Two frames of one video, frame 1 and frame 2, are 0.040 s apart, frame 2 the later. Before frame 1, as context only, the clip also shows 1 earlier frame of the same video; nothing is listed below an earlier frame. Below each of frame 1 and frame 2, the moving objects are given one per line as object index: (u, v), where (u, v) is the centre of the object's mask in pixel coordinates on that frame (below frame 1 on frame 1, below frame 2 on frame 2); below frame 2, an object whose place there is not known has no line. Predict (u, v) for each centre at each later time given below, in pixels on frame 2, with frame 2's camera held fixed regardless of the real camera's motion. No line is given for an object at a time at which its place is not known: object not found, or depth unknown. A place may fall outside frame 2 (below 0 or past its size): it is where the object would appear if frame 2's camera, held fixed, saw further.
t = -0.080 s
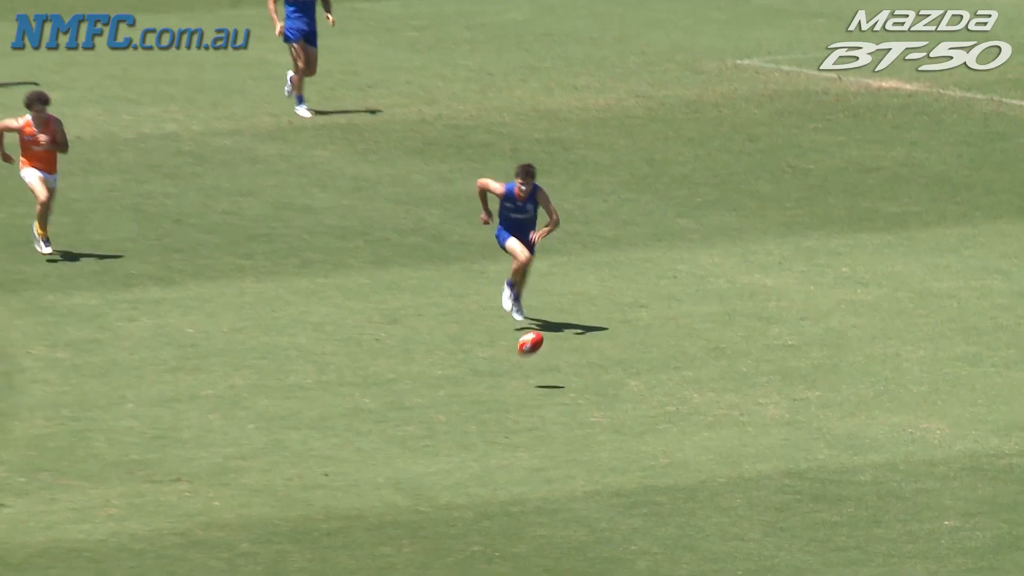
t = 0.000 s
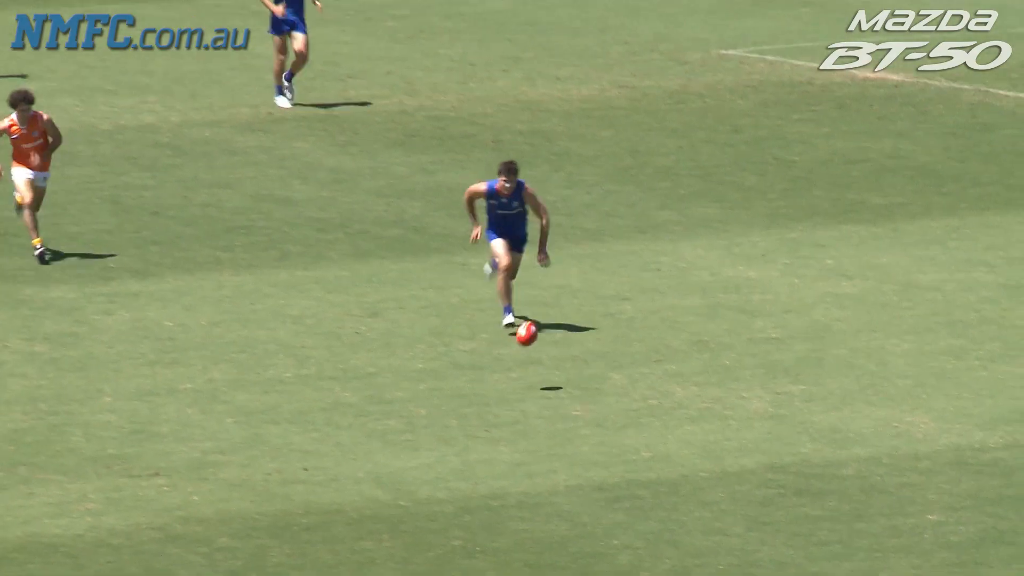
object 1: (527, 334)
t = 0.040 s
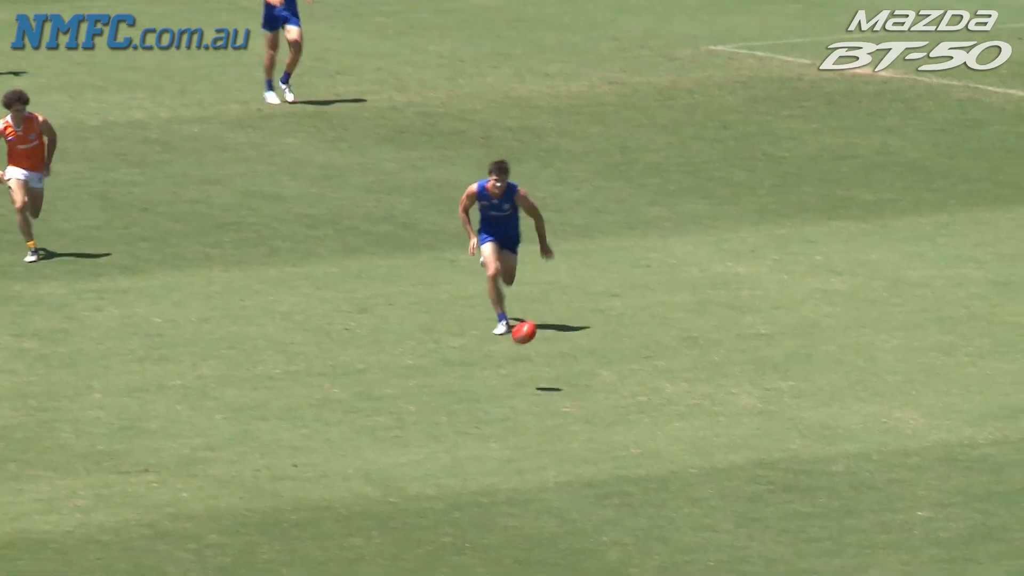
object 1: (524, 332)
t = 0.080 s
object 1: (530, 336)
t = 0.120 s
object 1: (536, 342)
